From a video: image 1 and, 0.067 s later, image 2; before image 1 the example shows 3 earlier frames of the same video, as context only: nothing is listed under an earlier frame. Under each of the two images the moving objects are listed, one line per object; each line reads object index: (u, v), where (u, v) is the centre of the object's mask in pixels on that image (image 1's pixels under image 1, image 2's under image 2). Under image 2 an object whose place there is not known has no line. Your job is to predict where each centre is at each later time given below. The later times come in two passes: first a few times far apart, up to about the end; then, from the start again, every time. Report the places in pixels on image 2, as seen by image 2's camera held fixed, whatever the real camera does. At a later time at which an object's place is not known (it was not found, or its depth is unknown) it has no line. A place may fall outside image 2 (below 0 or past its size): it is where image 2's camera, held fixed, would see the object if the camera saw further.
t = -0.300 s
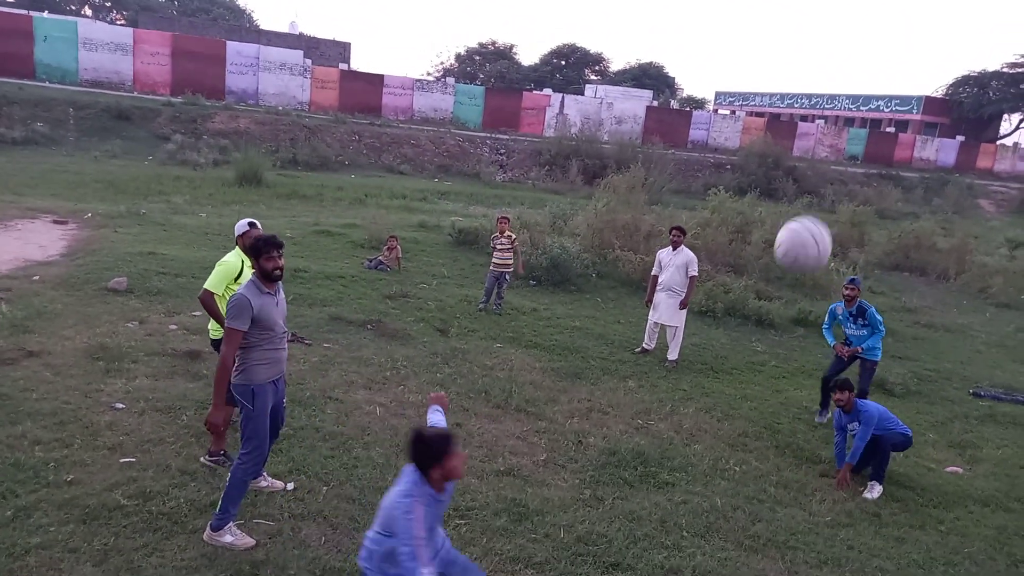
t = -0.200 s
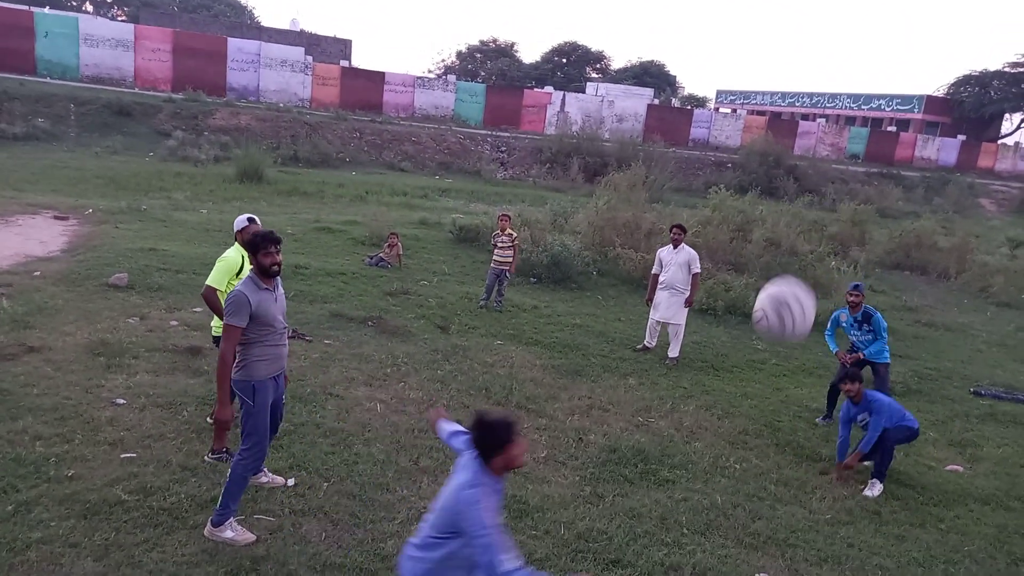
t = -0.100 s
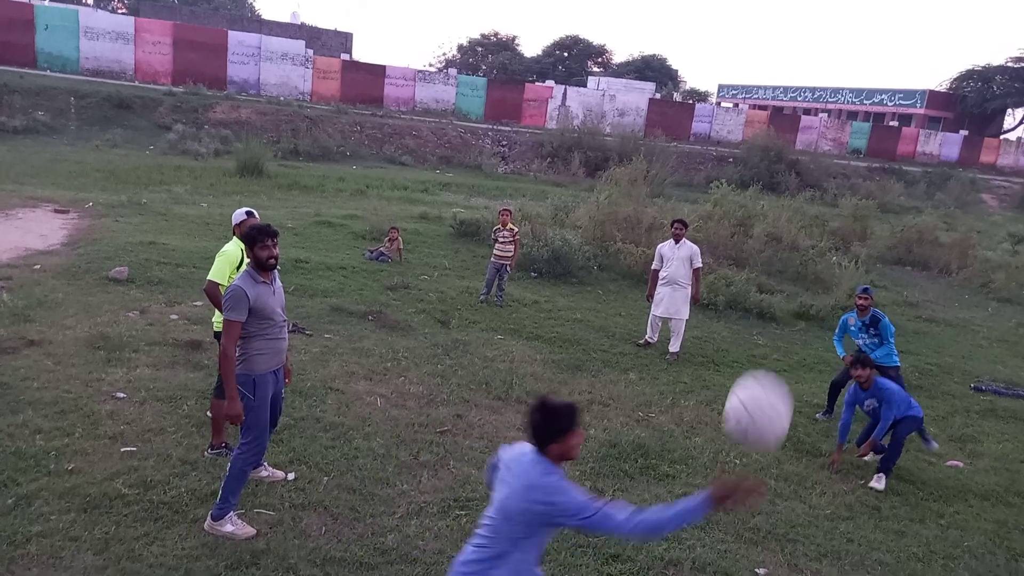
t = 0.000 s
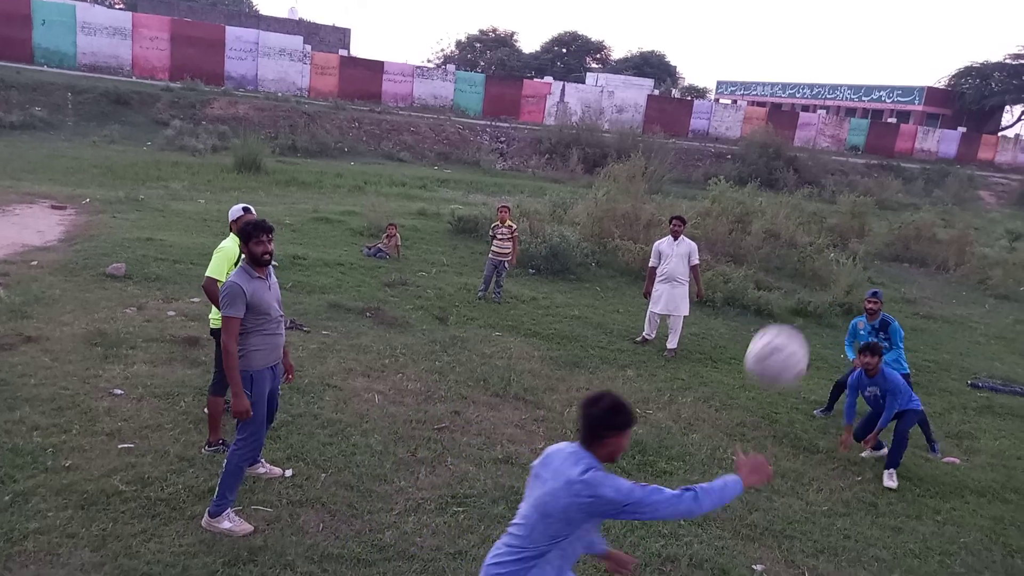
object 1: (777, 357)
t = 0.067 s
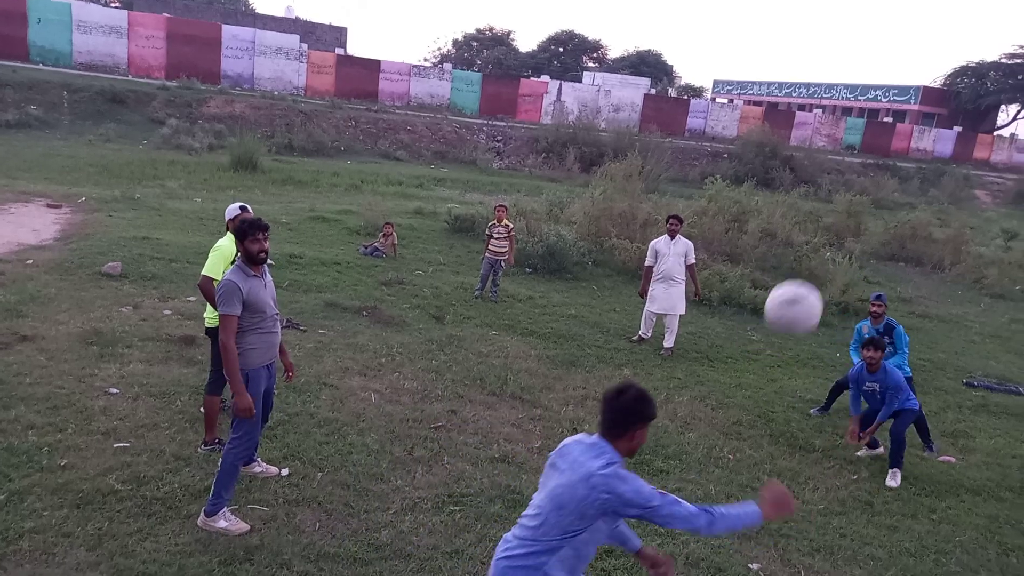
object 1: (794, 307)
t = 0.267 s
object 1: (826, 251)
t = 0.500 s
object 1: (832, 281)
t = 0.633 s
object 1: (825, 325)
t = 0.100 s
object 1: (802, 291)
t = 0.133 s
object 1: (809, 277)
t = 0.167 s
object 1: (815, 266)
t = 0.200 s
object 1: (820, 259)
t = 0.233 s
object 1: (824, 254)
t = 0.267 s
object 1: (826, 251)
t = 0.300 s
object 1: (829, 251)
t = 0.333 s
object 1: (831, 252)
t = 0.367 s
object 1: (832, 255)
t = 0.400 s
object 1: (833, 259)
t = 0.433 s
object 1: (833, 266)
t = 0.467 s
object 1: (833, 273)
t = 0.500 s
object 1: (832, 281)
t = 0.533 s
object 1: (831, 291)
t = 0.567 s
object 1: (829, 301)
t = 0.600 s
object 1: (827, 312)
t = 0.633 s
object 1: (825, 325)
